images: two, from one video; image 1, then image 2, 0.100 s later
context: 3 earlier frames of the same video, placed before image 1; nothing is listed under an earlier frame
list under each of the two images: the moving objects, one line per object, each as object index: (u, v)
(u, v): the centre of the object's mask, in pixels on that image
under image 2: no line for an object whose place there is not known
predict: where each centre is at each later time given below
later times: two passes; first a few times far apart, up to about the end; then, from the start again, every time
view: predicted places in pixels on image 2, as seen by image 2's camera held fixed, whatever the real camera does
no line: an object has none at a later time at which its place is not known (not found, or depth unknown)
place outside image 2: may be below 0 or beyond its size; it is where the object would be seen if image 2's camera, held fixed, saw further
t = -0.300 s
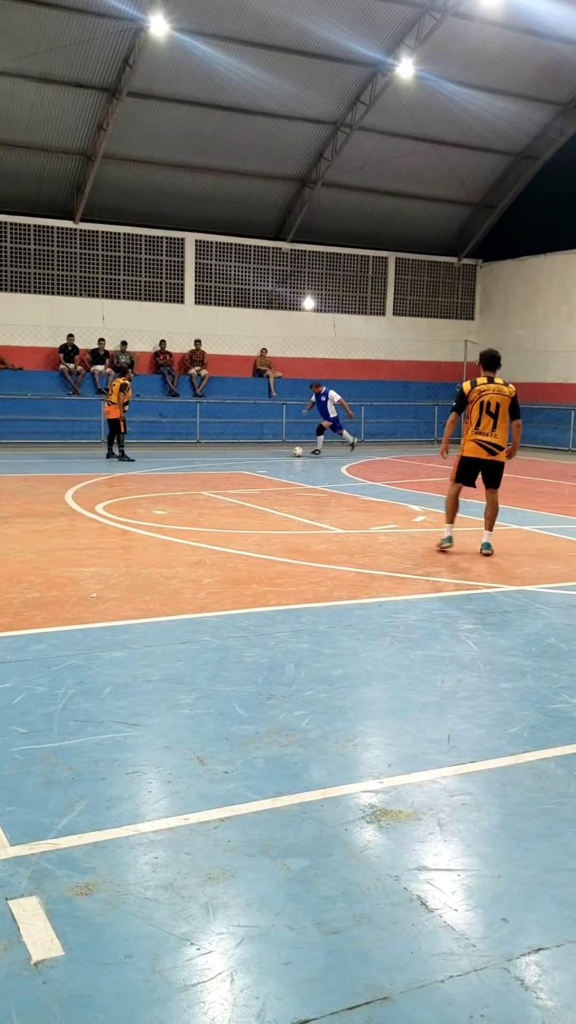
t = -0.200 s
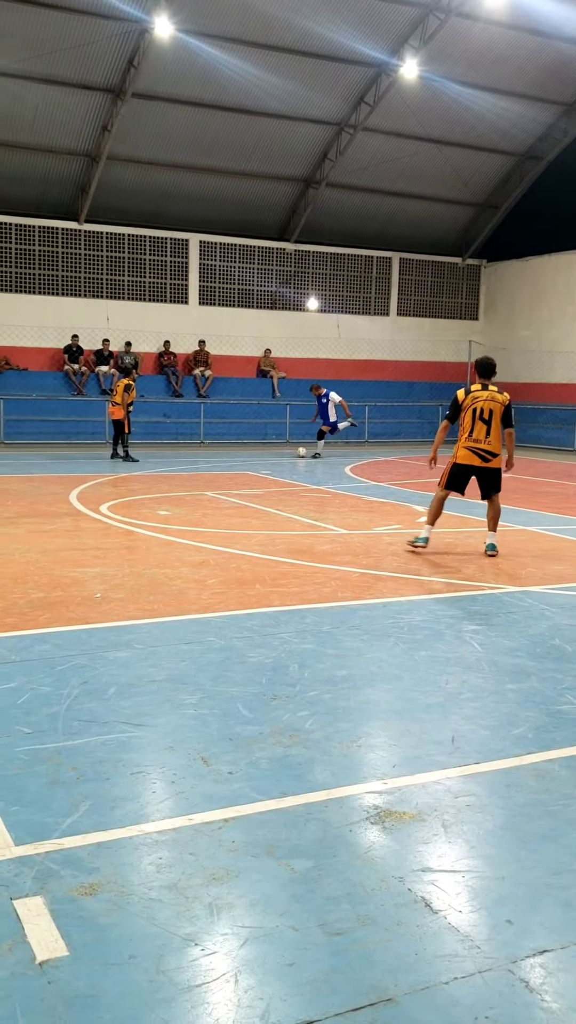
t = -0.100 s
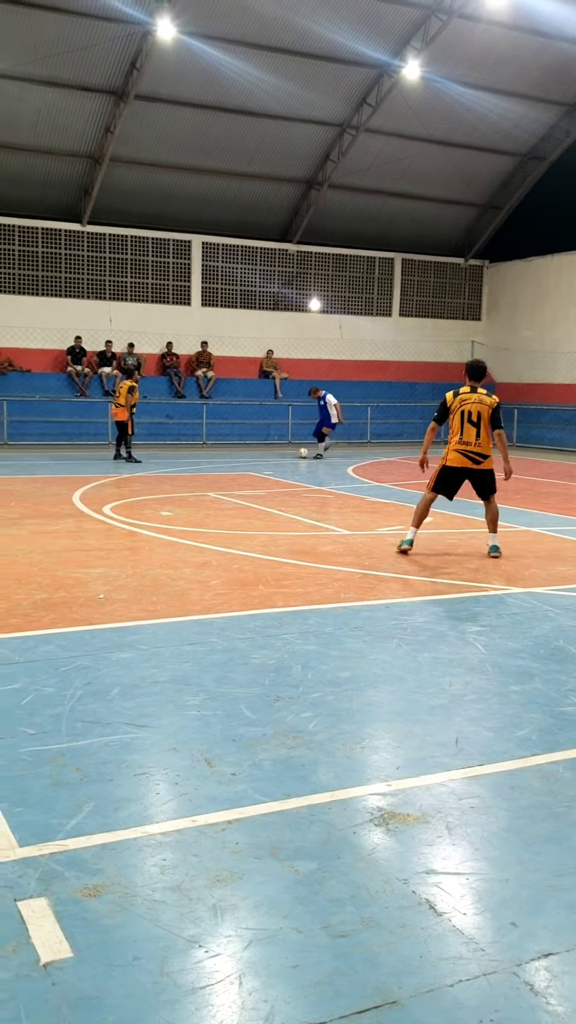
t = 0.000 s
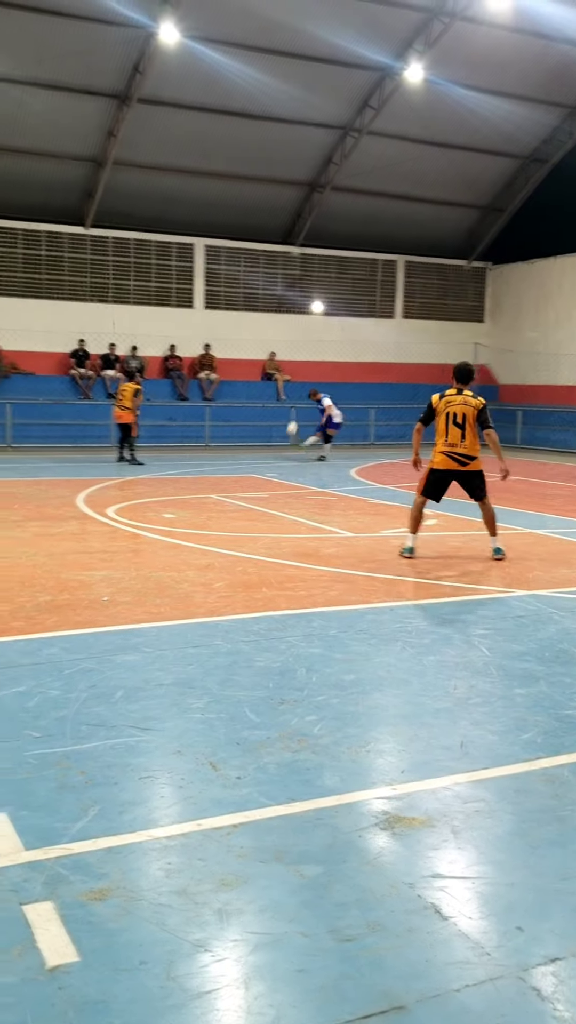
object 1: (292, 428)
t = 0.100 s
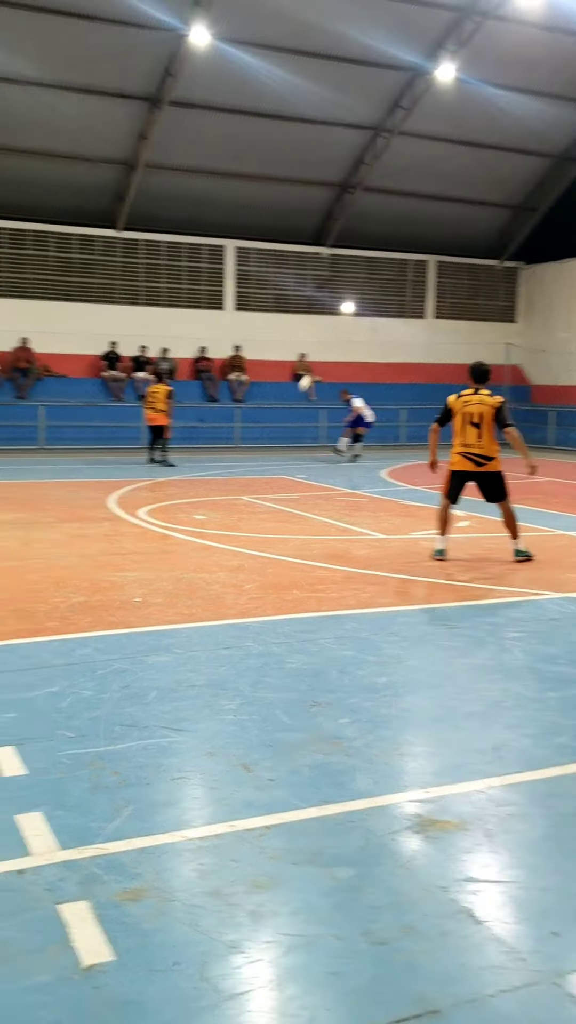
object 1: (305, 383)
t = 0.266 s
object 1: (274, 307)
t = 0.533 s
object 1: (206, 201)
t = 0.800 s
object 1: (119, 122)
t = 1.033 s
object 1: (8, 79)
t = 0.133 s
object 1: (299, 369)
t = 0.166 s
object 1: (294, 351)
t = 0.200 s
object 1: (288, 337)
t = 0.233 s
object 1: (281, 322)
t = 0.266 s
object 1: (274, 307)
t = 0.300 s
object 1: (266, 294)
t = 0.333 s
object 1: (259, 280)
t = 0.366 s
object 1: (251, 266)
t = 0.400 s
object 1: (243, 253)
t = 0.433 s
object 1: (234, 238)
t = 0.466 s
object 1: (225, 226)
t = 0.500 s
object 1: (216, 213)
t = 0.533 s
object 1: (206, 201)
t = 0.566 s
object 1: (196, 189)
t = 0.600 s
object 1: (185, 178)
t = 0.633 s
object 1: (175, 167)
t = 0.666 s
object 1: (164, 156)
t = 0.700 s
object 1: (152, 146)
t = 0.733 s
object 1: (145, 141)
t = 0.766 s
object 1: (133, 131)
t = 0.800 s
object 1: (119, 122)
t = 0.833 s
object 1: (105, 114)
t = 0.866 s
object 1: (91, 106)
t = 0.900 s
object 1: (76, 99)
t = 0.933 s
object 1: (60, 92)
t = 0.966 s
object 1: (44, 87)
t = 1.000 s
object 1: (26, 83)
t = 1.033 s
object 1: (8, 79)
